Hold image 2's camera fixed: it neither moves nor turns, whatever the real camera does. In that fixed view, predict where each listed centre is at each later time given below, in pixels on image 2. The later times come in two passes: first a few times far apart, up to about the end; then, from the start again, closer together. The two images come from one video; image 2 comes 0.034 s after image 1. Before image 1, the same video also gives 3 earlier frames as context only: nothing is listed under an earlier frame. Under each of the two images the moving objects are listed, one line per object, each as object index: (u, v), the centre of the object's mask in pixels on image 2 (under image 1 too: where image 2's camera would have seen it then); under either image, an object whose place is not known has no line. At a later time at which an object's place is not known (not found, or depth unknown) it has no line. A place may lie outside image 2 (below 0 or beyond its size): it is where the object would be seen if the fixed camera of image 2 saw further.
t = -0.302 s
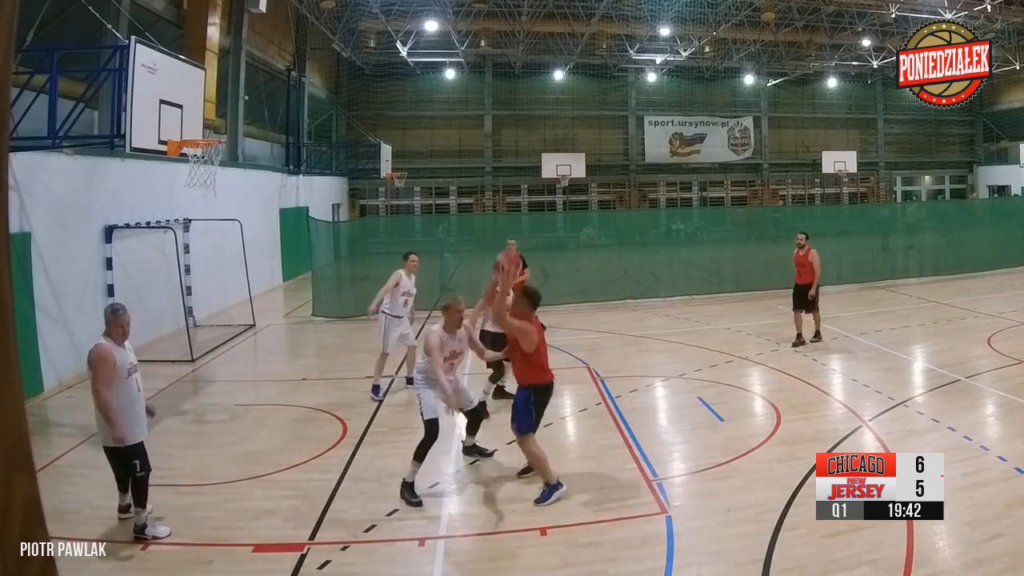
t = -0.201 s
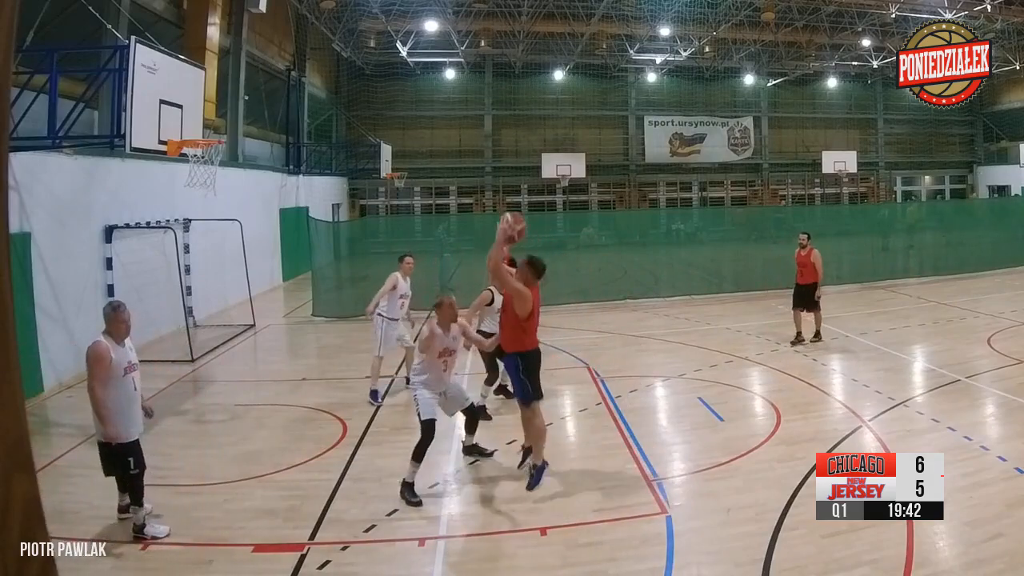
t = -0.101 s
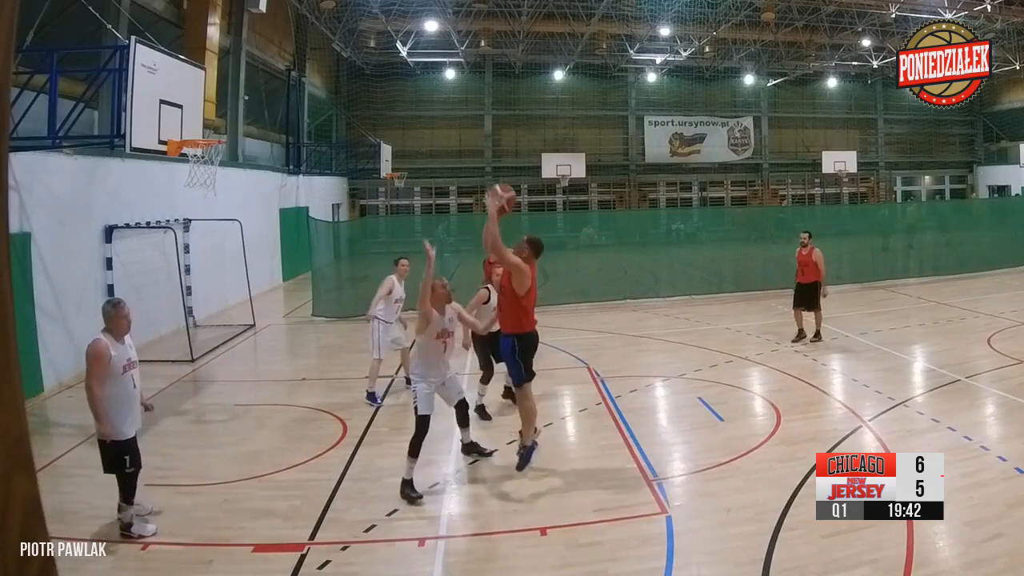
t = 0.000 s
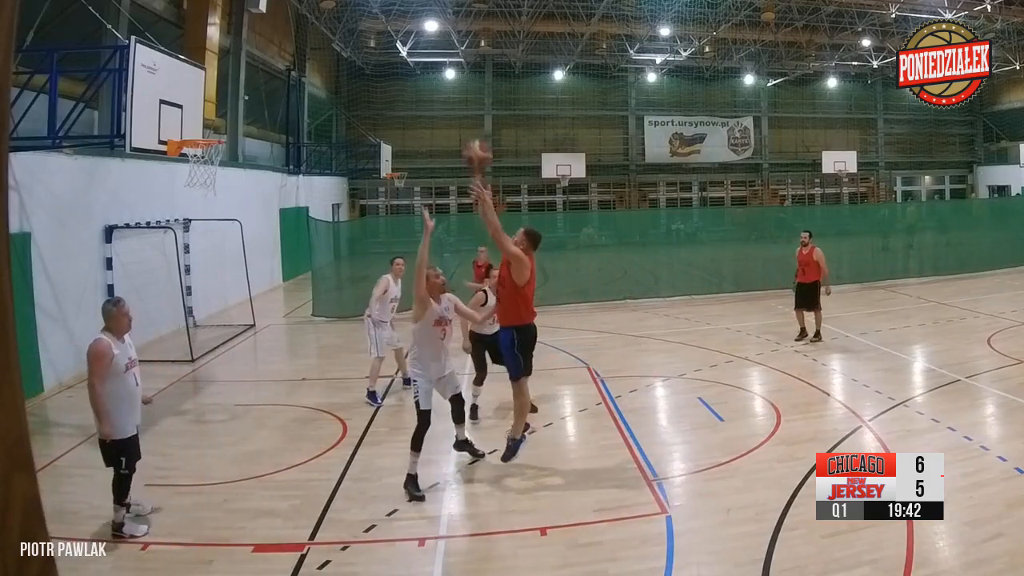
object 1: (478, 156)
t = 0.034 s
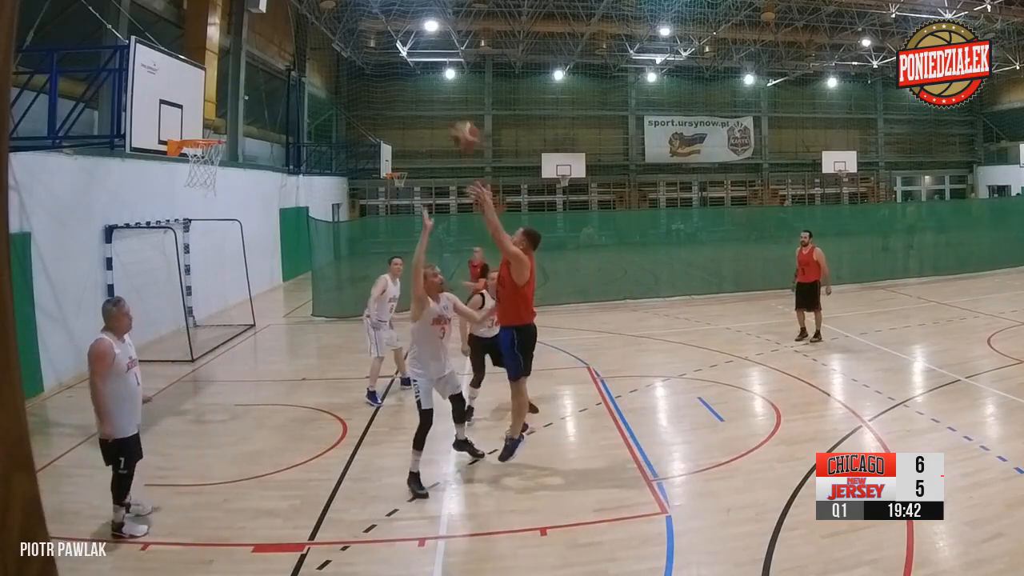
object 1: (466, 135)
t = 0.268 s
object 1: (388, 46)
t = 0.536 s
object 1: (313, 25)
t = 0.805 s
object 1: (245, 75)
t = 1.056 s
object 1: (189, 176)
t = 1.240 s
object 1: (169, 257)
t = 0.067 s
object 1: (455, 116)
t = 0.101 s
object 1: (444, 101)
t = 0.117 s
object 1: (437, 95)
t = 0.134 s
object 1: (433, 88)
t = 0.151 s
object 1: (426, 82)
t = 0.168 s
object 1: (422, 75)
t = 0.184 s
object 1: (415, 69)
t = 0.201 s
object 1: (410, 65)
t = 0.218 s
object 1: (404, 61)
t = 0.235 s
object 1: (398, 55)
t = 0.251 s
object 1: (394, 51)
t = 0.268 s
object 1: (388, 46)
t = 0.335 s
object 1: (369, 34)
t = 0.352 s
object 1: (365, 32)
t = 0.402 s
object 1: (352, 24)
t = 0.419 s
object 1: (347, 24)
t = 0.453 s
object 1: (336, 24)
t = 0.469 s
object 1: (332, 23)
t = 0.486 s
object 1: (327, 23)
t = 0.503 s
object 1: (322, 23)
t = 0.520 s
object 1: (318, 24)
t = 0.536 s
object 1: (313, 25)
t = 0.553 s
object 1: (309, 26)
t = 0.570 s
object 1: (305, 27)
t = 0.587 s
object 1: (301, 28)
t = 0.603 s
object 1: (295, 31)
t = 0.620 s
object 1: (291, 32)
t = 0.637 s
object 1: (287, 34)
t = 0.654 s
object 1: (284, 39)
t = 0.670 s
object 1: (280, 41)
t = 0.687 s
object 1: (275, 45)
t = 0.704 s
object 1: (270, 48)
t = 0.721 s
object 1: (266, 51)
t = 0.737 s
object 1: (262, 54)
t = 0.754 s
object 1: (258, 60)
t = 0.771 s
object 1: (253, 63)
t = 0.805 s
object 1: (245, 75)
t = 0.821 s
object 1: (240, 79)
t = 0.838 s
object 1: (236, 84)
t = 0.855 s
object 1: (233, 91)
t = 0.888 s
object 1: (225, 103)
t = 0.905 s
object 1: (220, 109)
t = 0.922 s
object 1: (217, 116)
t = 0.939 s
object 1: (215, 123)
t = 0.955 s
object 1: (209, 129)
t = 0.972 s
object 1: (205, 135)
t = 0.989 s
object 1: (202, 145)
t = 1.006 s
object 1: (196, 157)
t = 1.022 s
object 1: (194, 163)
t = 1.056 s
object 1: (189, 176)
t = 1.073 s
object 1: (187, 182)
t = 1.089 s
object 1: (185, 189)
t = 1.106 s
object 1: (183, 196)
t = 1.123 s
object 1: (181, 203)
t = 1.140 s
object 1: (180, 209)
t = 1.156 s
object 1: (178, 217)
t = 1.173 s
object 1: (176, 225)
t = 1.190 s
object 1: (175, 231)
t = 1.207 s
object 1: (172, 240)
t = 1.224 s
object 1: (171, 248)
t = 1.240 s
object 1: (169, 257)
